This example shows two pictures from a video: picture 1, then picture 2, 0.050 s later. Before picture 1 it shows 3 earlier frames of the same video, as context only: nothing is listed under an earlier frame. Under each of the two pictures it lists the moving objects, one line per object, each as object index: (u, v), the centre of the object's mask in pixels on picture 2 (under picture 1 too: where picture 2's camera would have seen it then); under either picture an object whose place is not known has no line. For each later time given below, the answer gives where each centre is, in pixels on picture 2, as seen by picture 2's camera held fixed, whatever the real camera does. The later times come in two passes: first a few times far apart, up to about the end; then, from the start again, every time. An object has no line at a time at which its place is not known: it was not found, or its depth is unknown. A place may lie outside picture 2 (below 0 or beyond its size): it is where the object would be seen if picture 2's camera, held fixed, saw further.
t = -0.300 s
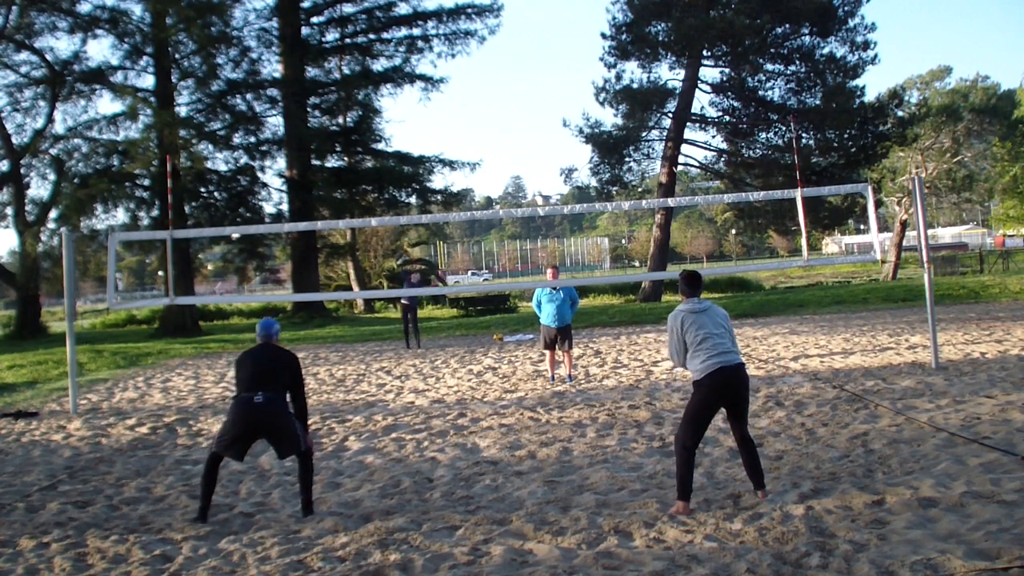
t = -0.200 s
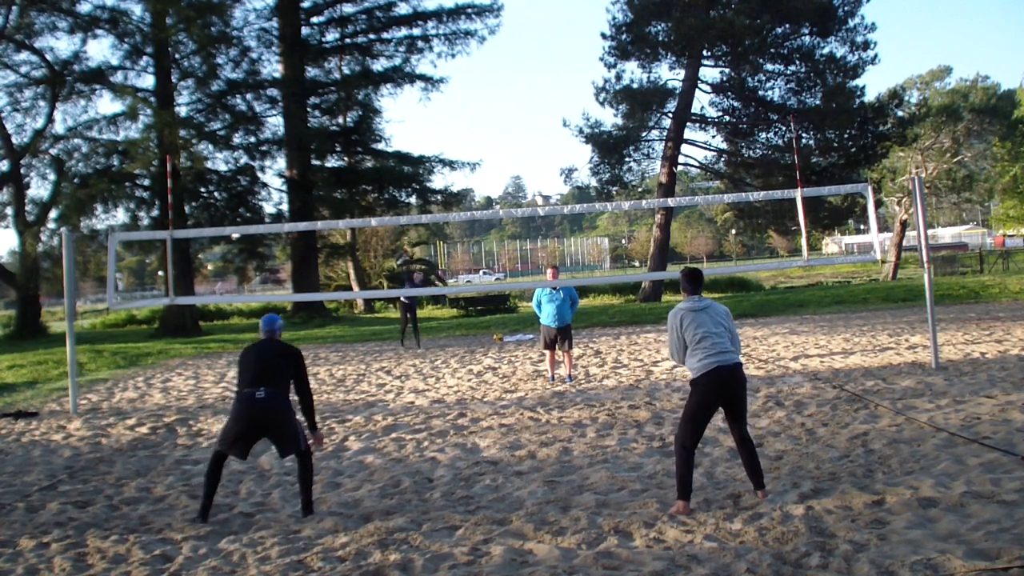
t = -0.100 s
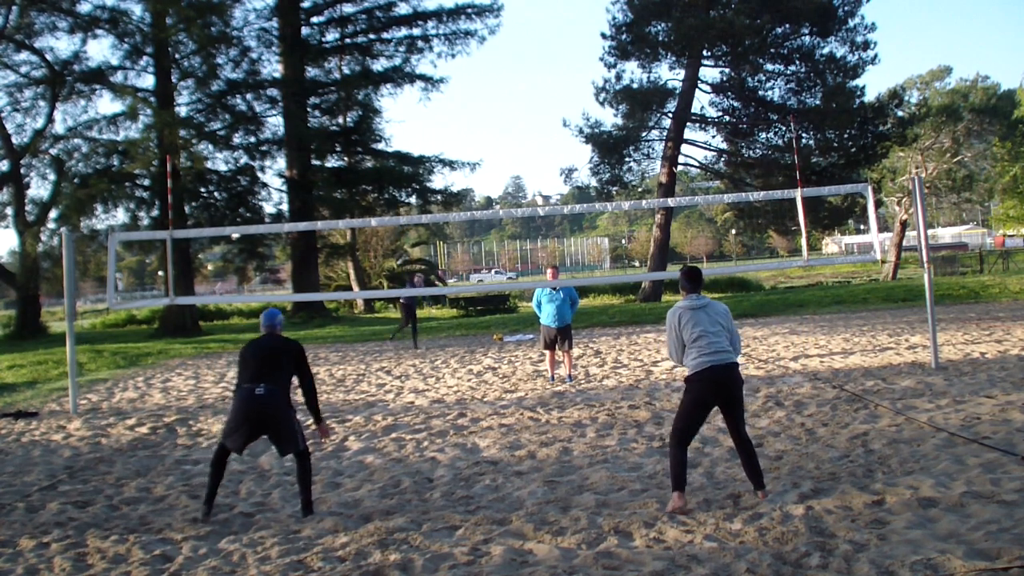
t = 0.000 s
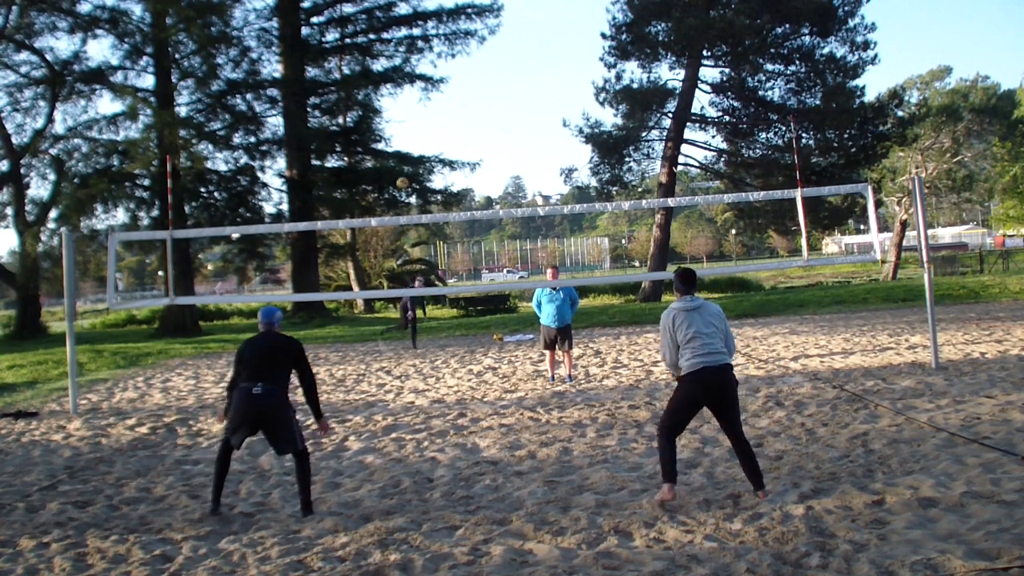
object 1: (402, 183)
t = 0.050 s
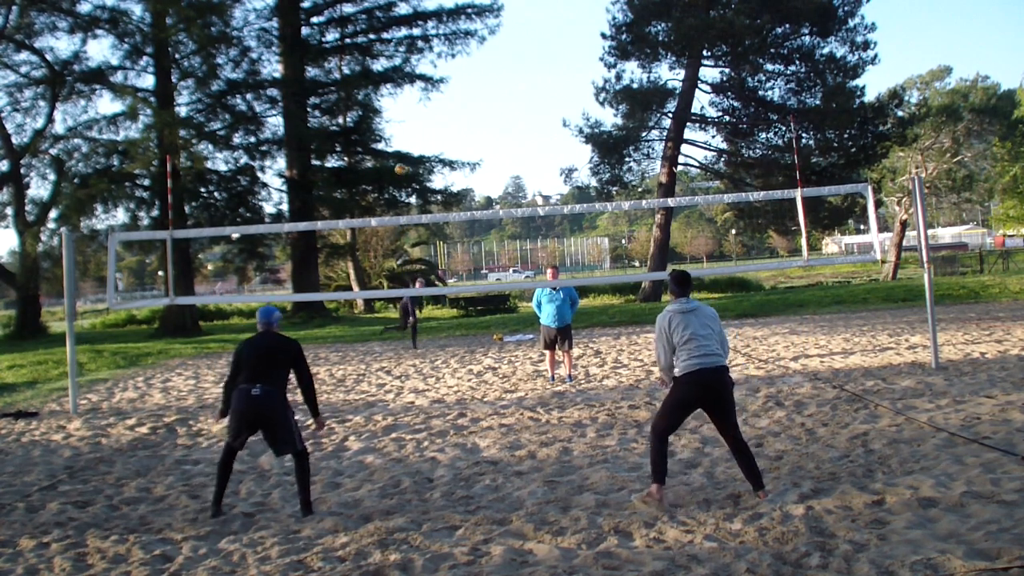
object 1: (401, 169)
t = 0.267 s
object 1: (390, 120)
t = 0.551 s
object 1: (371, 94)
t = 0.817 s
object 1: (350, 115)
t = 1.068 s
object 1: (315, 204)
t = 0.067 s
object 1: (399, 164)
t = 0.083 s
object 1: (399, 160)
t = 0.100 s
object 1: (398, 156)
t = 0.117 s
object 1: (397, 152)
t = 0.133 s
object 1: (397, 148)
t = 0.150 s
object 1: (396, 144)
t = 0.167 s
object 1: (395, 140)
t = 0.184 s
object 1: (395, 136)
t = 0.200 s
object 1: (394, 132)
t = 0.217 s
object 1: (393, 129)
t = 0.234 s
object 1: (392, 125)
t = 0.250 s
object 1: (390, 122)
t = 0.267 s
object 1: (390, 120)
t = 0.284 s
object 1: (388, 117)
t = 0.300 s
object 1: (387, 115)
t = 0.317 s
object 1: (386, 112)
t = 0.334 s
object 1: (384, 111)
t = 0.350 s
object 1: (383, 109)
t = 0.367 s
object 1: (382, 107)
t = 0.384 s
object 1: (381, 105)
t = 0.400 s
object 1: (380, 103)
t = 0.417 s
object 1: (378, 102)
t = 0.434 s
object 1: (378, 100)
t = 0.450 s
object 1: (376, 99)
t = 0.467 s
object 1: (375, 98)
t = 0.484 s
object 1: (374, 97)
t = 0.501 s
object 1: (373, 96)
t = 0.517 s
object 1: (372, 96)
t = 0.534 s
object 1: (371, 95)
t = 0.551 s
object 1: (371, 94)
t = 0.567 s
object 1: (369, 94)
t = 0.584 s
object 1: (368, 94)
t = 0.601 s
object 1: (367, 94)
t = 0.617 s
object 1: (366, 95)
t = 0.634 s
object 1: (364, 95)
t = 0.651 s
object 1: (363, 96)
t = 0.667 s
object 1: (362, 97)
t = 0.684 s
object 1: (360, 98)
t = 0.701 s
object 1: (359, 100)
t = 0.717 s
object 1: (358, 101)
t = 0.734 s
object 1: (356, 103)
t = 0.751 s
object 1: (355, 105)
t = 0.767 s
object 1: (354, 107)
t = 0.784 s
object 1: (353, 110)
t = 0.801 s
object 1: (351, 112)
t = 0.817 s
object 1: (350, 115)
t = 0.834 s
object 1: (347, 119)
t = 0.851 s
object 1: (346, 122)
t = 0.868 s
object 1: (343, 126)
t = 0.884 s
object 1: (341, 131)
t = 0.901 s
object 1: (339, 135)
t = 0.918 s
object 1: (337, 140)
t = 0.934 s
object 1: (335, 144)
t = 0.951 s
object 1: (333, 151)
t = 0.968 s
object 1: (332, 157)
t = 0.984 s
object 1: (328, 164)
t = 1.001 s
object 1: (326, 171)
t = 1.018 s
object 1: (323, 178)
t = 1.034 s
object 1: (321, 186)
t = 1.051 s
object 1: (318, 194)
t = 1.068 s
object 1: (315, 204)
